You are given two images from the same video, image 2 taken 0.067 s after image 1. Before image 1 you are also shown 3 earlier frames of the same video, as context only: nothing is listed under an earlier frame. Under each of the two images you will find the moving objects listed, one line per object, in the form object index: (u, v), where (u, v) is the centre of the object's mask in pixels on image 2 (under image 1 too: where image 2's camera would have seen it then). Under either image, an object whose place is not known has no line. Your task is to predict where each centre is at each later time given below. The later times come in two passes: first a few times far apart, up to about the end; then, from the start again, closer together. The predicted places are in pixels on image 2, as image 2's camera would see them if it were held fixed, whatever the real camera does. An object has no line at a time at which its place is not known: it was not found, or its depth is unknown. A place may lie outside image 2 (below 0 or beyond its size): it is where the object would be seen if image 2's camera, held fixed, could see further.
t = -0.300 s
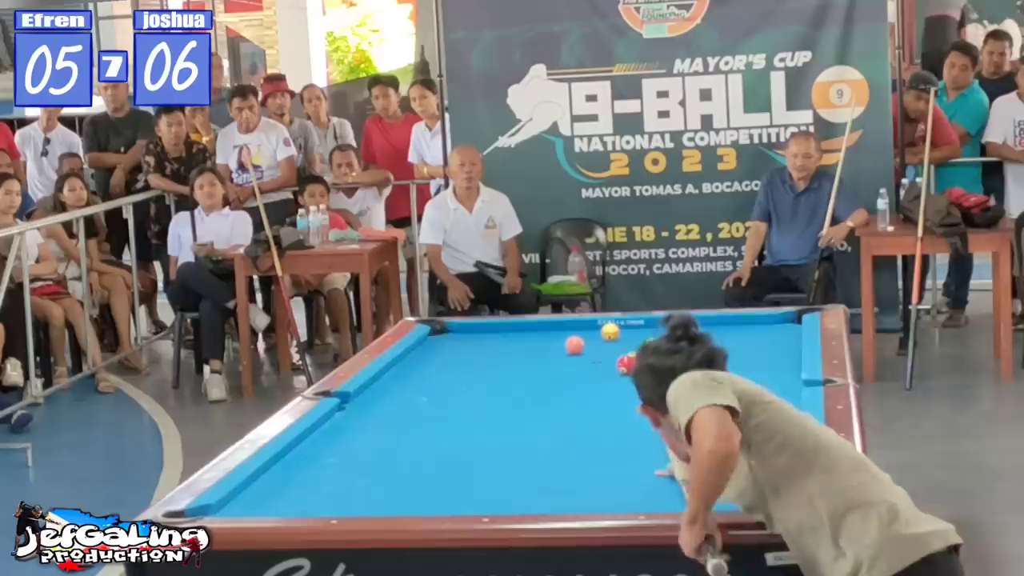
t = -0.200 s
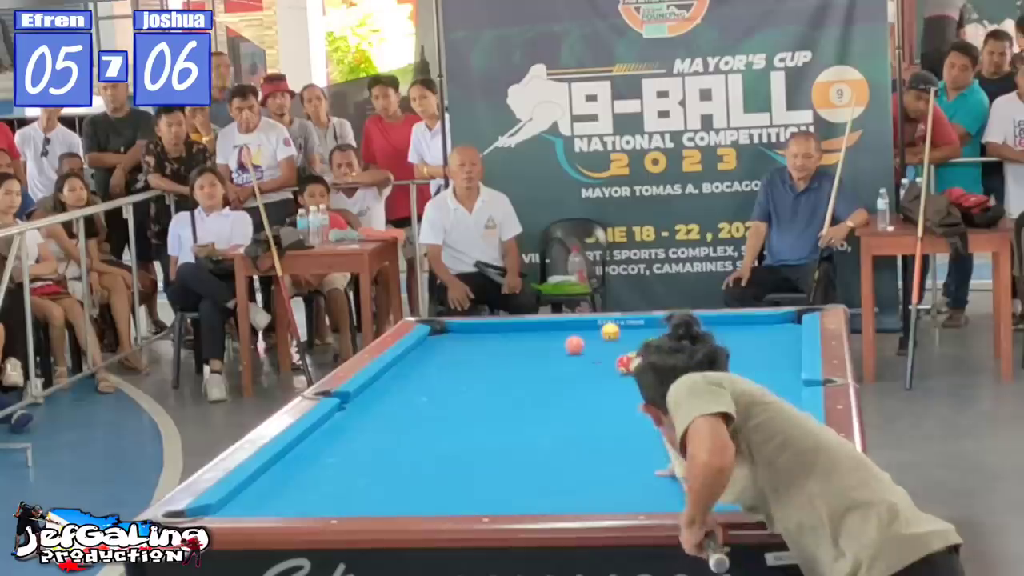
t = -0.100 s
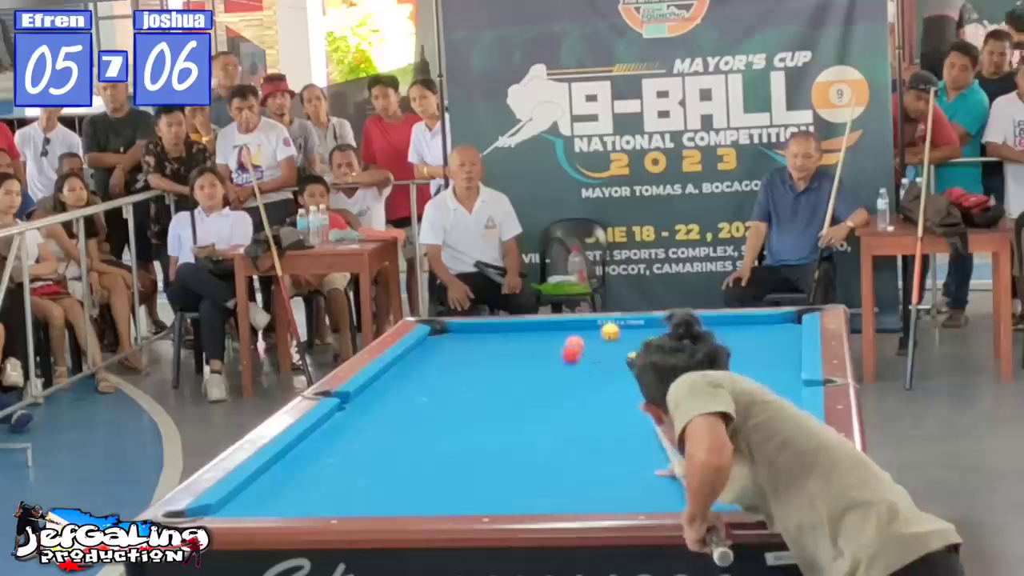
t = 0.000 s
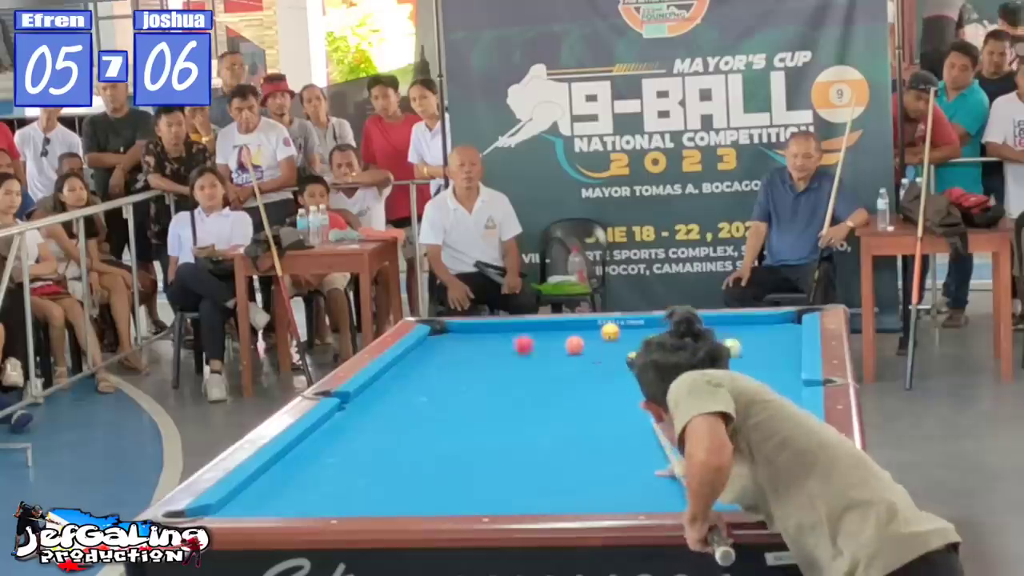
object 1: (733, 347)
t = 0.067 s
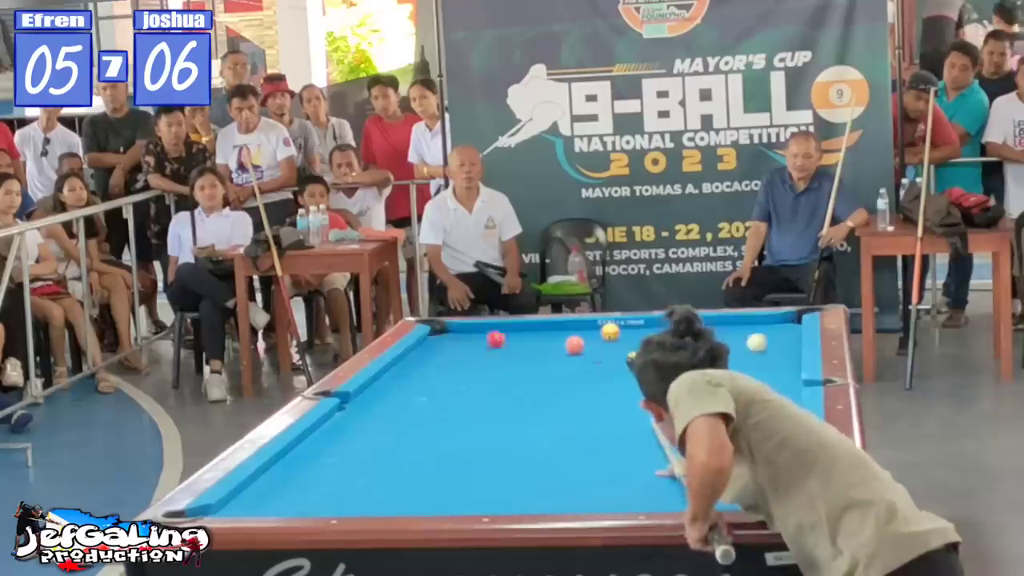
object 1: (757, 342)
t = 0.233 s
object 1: (782, 334)
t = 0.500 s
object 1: (741, 328)
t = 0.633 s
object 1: (726, 321)
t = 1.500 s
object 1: (643, 329)
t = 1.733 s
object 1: (631, 329)
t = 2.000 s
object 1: (625, 331)
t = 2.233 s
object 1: (624, 332)
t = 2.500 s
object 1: (622, 333)
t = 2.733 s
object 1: (622, 334)
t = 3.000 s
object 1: (622, 334)
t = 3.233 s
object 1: (622, 334)
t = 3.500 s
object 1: (622, 334)
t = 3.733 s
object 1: (622, 334)
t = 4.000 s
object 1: (622, 334)
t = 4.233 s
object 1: (622, 334)
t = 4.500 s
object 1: (622, 334)
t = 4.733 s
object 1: (622, 334)
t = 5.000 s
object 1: (622, 334)
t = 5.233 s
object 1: (622, 334)
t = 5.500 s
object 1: (622, 334)
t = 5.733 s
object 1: (622, 334)
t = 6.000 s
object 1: (622, 334)
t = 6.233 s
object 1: (622, 334)
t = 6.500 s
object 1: (622, 334)
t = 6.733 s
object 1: (622, 334)
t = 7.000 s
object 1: (622, 334)
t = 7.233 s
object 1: (622, 334)
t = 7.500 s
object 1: (622, 334)
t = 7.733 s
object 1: (622, 334)
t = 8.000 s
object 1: (622, 334)
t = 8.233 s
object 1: (622, 334)
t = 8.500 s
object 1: (622, 334)
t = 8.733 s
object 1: (622, 334)
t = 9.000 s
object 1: (622, 334)
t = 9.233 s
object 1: (622, 334)
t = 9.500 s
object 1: (622, 334)
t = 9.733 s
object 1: (622, 334)
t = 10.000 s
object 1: (622, 334)
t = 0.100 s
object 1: (768, 340)
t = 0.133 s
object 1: (779, 338)
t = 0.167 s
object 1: (790, 336)
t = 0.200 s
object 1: (790, 334)
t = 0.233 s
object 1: (782, 334)
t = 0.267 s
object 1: (776, 333)
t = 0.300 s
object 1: (769, 332)
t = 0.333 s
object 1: (764, 331)
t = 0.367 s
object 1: (759, 331)
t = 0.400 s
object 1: (755, 330)
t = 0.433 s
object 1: (750, 329)
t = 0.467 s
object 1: (746, 329)
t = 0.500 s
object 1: (741, 328)
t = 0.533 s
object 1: (737, 327)
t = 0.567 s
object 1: (733, 325)
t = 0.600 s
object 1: (729, 323)
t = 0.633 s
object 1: (726, 321)
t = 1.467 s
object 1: (643, 326)
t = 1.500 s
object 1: (643, 329)
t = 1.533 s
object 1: (642, 329)
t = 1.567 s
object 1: (641, 329)
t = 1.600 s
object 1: (640, 328)
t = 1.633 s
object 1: (638, 329)
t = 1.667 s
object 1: (635, 329)
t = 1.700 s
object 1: (633, 329)
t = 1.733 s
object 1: (631, 329)
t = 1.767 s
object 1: (628, 330)
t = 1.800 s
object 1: (627, 330)
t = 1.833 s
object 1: (627, 330)
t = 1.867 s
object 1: (627, 330)
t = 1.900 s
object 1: (626, 331)
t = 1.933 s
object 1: (626, 331)
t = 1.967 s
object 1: (626, 331)
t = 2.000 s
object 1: (625, 331)
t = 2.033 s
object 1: (625, 332)
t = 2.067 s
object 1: (625, 332)
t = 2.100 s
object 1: (625, 332)
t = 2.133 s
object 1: (625, 332)
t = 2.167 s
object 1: (624, 332)
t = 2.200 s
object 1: (624, 332)
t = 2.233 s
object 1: (624, 332)
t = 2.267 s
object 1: (624, 332)
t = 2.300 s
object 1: (624, 333)
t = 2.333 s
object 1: (623, 332)
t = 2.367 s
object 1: (623, 332)
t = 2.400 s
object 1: (623, 333)
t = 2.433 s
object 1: (623, 333)
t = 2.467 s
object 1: (622, 333)
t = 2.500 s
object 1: (622, 333)
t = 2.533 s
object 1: (622, 333)
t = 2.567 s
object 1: (622, 333)
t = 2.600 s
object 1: (622, 334)
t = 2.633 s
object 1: (622, 333)
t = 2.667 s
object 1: (622, 333)
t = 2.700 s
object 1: (622, 334)
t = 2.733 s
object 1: (622, 334)
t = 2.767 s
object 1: (622, 334)
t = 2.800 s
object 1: (622, 334)
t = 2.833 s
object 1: (622, 334)
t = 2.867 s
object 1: (622, 334)
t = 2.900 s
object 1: (622, 334)
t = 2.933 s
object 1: (622, 334)
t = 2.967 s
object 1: (622, 334)
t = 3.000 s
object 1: (622, 334)
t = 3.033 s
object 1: (622, 334)
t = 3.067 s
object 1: (622, 334)
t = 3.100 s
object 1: (622, 334)
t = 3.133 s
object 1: (622, 334)
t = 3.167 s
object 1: (622, 334)
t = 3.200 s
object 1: (622, 334)
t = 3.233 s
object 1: (622, 334)
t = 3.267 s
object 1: (622, 334)
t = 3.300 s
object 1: (622, 334)
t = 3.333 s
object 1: (622, 334)
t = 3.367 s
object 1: (622, 334)
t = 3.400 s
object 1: (622, 334)
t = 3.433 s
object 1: (622, 334)
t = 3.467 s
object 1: (622, 334)
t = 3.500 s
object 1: (622, 334)
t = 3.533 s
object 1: (622, 334)
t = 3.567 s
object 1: (622, 334)
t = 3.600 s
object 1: (622, 334)
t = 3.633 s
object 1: (622, 334)
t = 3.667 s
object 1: (622, 334)
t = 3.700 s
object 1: (622, 334)
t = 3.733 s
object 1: (622, 334)
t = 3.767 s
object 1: (622, 334)
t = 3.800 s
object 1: (622, 334)
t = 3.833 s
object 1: (622, 334)
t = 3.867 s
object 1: (622, 334)
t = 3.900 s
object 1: (622, 334)
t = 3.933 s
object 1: (622, 334)
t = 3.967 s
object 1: (622, 334)
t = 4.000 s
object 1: (622, 334)
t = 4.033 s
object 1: (622, 334)
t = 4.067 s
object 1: (622, 334)
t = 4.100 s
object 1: (622, 334)
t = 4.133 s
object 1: (622, 334)
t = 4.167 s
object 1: (622, 334)
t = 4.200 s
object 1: (622, 334)
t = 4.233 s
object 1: (622, 334)
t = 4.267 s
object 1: (622, 334)
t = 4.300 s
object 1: (622, 334)
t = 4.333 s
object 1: (622, 334)
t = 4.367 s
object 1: (622, 334)
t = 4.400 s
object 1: (622, 334)
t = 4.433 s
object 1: (622, 334)
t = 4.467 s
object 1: (622, 334)
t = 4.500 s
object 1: (622, 334)
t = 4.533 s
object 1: (622, 334)
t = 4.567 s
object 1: (622, 334)
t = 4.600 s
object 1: (622, 334)
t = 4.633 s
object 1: (622, 334)
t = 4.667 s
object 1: (622, 334)
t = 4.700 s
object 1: (622, 334)
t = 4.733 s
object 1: (622, 334)
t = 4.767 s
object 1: (622, 334)
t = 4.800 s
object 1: (622, 334)
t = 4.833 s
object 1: (622, 334)
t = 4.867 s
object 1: (622, 334)
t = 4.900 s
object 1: (622, 334)
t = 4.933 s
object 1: (622, 334)
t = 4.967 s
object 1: (622, 334)
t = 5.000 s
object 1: (622, 334)
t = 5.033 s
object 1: (622, 334)
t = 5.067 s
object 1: (622, 334)
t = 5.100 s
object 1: (622, 334)
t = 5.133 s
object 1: (622, 334)
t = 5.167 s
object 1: (622, 334)
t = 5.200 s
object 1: (622, 334)
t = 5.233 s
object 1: (622, 334)
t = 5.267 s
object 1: (622, 334)
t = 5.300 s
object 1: (622, 334)
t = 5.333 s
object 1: (622, 334)
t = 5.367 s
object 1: (622, 334)
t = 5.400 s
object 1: (622, 334)
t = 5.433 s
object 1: (622, 334)
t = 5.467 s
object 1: (622, 334)
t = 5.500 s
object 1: (622, 334)
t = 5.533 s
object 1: (622, 334)
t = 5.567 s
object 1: (622, 334)
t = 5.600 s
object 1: (622, 334)
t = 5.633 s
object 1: (622, 334)
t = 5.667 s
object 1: (622, 334)
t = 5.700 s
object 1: (622, 334)
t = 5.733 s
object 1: (622, 334)
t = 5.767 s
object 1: (622, 334)
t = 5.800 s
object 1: (622, 334)
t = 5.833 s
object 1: (622, 334)
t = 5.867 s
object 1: (622, 334)
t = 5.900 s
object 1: (622, 334)
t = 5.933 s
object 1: (622, 334)
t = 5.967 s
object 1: (622, 334)
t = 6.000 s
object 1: (622, 334)
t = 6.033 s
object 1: (622, 334)
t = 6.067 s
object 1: (622, 334)
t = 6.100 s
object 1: (622, 334)
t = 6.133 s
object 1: (622, 334)
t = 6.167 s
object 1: (622, 334)
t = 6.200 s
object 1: (622, 334)
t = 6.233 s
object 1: (622, 334)
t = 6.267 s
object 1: (622, 334)
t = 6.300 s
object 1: (622, 334)
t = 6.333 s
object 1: (622, 334)
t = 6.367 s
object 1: (622, 334)
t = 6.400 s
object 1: (622, 334)
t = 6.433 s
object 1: (622, 334)
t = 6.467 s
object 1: (622, 334)
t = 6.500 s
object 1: (622, 334)
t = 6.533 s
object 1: (622, 334)
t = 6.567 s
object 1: (622, 334)
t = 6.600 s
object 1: (622, 334)
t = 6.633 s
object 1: (622, 334)
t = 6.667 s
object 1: (622, 334)
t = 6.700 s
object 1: (622, 334)
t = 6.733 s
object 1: (622, 334)
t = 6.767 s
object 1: (622, 334)
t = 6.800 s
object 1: (622, 334)
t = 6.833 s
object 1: (622, 334)
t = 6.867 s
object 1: (622, 334)
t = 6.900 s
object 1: (622, 334)
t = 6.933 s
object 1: (622, 334)
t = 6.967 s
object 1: (622, 334)
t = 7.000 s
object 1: (622, 334)
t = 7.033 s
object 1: (622, 334)
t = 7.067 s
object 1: (622, 334)
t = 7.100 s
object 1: (622, 334)
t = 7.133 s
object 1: (622, 334)
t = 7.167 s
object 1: (622, 334)
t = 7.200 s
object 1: (622, 334)
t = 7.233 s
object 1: (622, 334)
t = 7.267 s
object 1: (622, 334)
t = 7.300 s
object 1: (622, 334)
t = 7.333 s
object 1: (622, 334)
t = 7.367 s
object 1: (622, 334)
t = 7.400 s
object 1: (622, 334)
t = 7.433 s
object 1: (622, 334)
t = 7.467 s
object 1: (622, 334)
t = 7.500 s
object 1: (622, 334)
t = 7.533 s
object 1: (622, 334)
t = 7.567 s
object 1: (622, 334)
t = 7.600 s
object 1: (622, 334)
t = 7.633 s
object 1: (622, 334)
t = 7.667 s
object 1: (622, 334)
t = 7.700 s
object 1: (622, 334)
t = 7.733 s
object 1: (622, 334)
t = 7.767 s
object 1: (622, 334)
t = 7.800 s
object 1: (622, 334)
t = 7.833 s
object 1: (622, 334)
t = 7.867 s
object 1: (622, 334)
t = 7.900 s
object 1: (622, 334)
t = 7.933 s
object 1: (622, 334)
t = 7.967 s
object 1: (622, 334)
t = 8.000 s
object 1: (622, 334)
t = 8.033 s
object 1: (622, 334)
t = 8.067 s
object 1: (622, 334)
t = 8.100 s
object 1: (622, 334)
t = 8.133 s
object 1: (622, 334)
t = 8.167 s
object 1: (622, 334)
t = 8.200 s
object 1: (622, 334)
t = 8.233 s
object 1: (622, 334)
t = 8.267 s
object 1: (622, 334)
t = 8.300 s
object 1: (622, 334)
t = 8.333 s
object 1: (622, 334)
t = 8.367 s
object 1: (622, 334)
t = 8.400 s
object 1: (622, 334)
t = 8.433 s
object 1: (622, 334)
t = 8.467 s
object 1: (622, 334)
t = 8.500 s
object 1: (622, 334)
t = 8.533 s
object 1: (622, 334)
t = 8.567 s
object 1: (622, 334)
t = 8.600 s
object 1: (622, 334)
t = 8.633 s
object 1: (622, 334)
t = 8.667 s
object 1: (622, 334)
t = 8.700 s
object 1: (622, 334)
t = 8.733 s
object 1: (622, 334)
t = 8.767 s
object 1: (622, 334)
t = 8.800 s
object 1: (622, 334)
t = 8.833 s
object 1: (622, 334)
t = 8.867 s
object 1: (622, 334)
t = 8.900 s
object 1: (622, 334)
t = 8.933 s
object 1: (622, 334)
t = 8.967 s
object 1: (622, 334)
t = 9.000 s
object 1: (622, 334)
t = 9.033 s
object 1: (622, 334)
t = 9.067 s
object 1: (622, 334)
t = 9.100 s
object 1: (622, 334)
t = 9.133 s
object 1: (622, 334)
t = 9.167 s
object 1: (622, 334)
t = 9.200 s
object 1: (622, 334)
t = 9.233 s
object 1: (622, 334)
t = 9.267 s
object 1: (622, 334)
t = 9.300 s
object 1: (622, 334)
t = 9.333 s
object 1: (622, 334)
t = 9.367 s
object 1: (622, 334)
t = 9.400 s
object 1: (622, 334)
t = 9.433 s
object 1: (622, 334)
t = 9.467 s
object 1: (622, 334)
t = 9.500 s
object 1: (622, 334)
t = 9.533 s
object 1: (622, 334)
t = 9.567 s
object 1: (622, 334)
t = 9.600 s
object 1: (622, 334)
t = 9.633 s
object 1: (622, 334)
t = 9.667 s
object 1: (622, 334)
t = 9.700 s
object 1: (622, 334)
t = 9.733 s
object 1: (622, 334)
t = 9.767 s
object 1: (622, 334)
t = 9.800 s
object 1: (622, 334)
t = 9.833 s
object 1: (622, 334)
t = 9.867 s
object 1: (622, 334)
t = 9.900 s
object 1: (622, 334)
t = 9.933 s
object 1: (622, 334)
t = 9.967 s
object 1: (622, 334)
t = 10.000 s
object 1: (622, 334)
